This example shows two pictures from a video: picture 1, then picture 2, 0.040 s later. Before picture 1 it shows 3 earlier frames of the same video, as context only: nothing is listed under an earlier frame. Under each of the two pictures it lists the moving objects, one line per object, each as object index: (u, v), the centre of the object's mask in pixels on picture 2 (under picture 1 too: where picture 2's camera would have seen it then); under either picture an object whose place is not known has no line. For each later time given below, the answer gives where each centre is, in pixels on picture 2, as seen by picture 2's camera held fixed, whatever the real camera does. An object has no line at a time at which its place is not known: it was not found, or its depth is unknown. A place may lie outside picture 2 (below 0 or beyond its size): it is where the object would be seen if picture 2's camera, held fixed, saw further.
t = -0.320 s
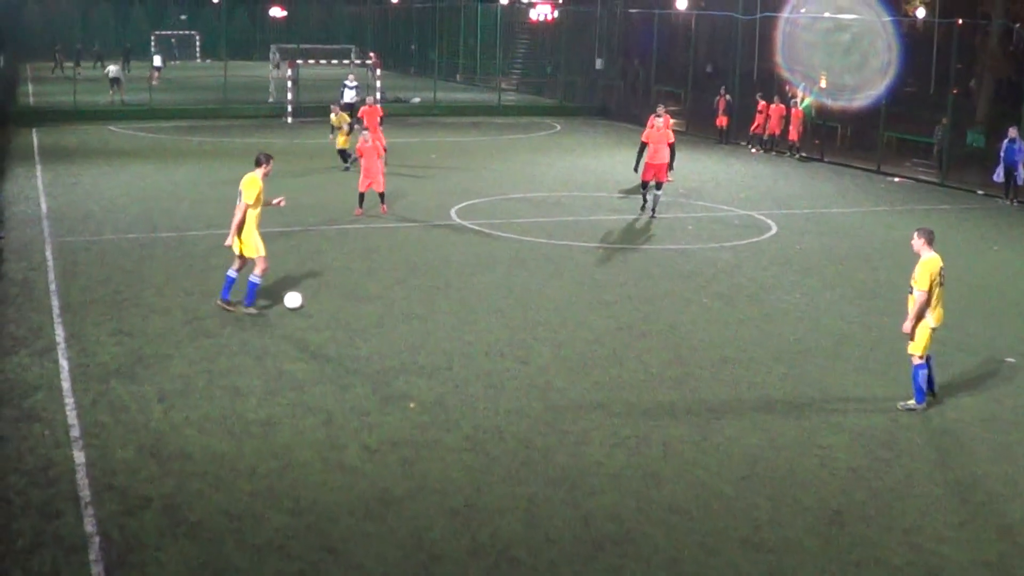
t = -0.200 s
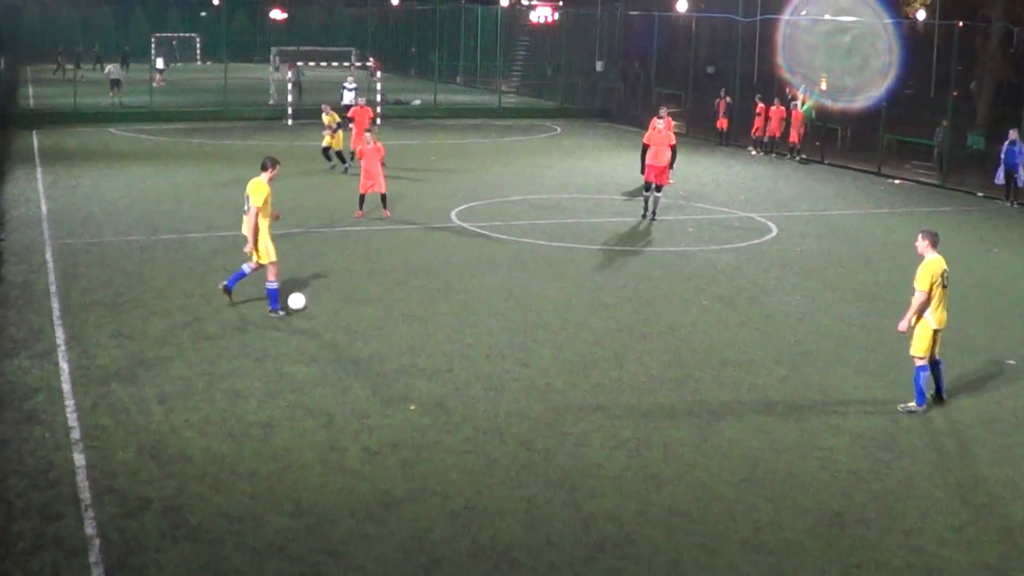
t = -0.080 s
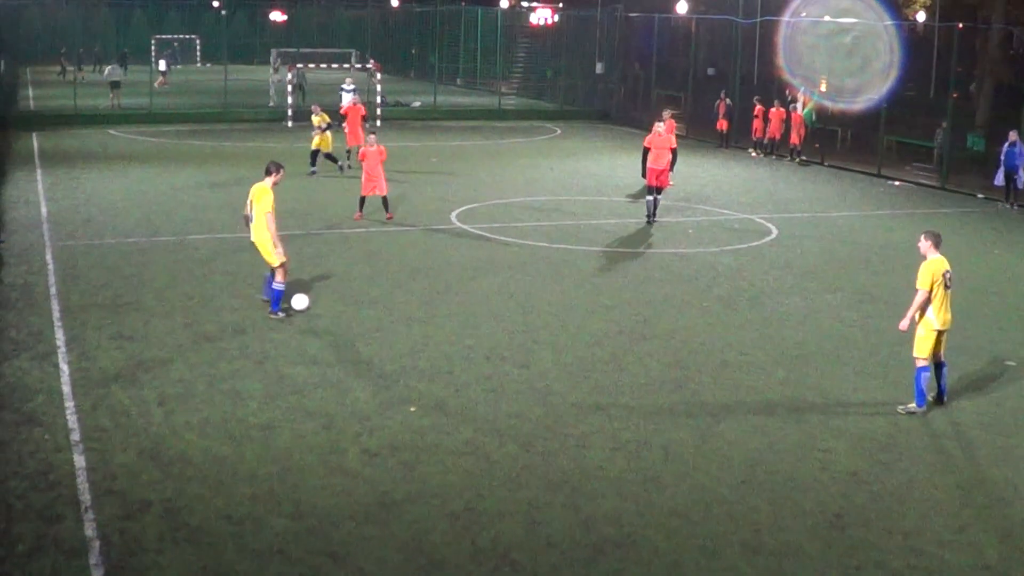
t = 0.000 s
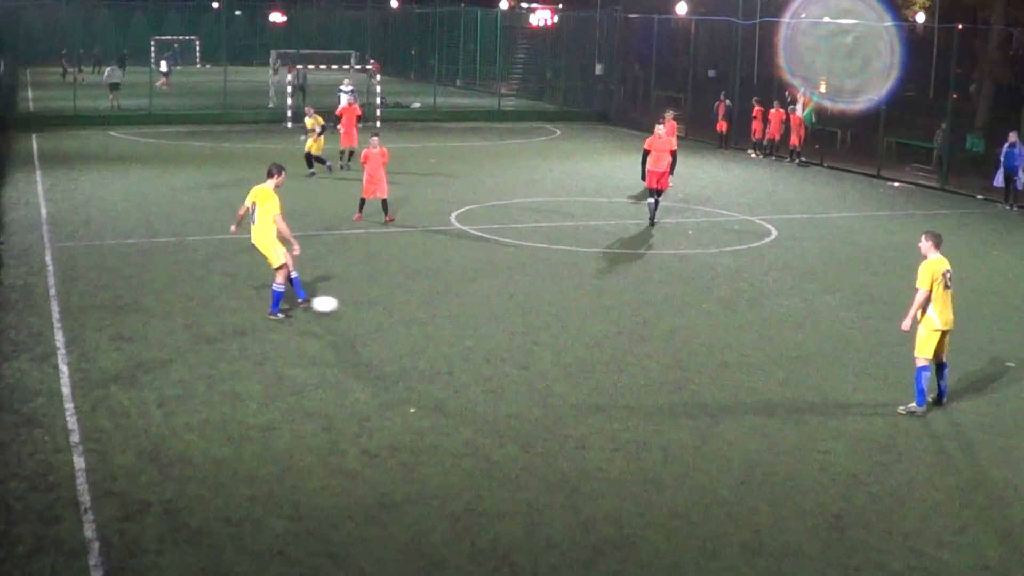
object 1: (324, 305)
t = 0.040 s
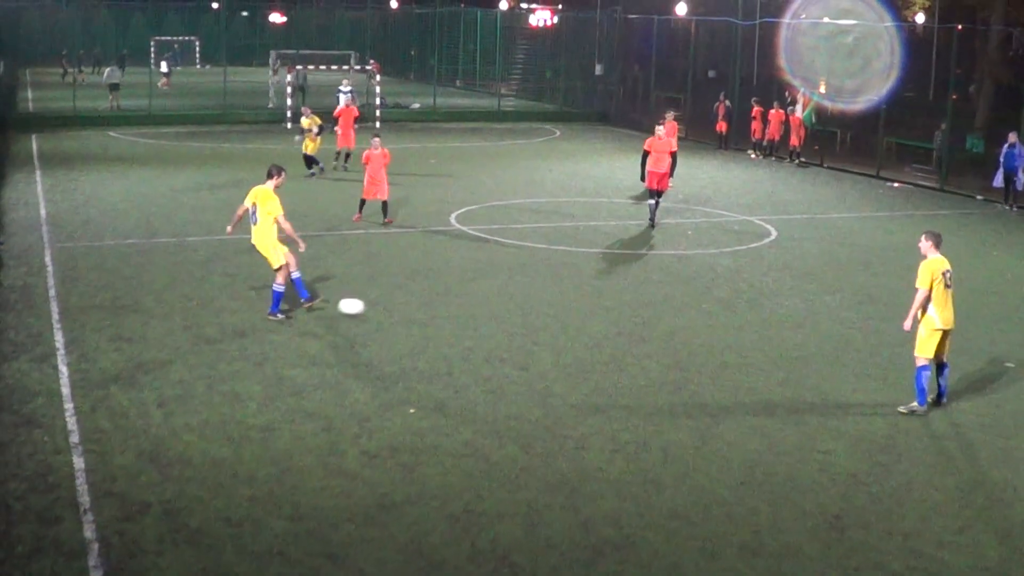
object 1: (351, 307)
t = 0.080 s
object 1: (378, 309)
